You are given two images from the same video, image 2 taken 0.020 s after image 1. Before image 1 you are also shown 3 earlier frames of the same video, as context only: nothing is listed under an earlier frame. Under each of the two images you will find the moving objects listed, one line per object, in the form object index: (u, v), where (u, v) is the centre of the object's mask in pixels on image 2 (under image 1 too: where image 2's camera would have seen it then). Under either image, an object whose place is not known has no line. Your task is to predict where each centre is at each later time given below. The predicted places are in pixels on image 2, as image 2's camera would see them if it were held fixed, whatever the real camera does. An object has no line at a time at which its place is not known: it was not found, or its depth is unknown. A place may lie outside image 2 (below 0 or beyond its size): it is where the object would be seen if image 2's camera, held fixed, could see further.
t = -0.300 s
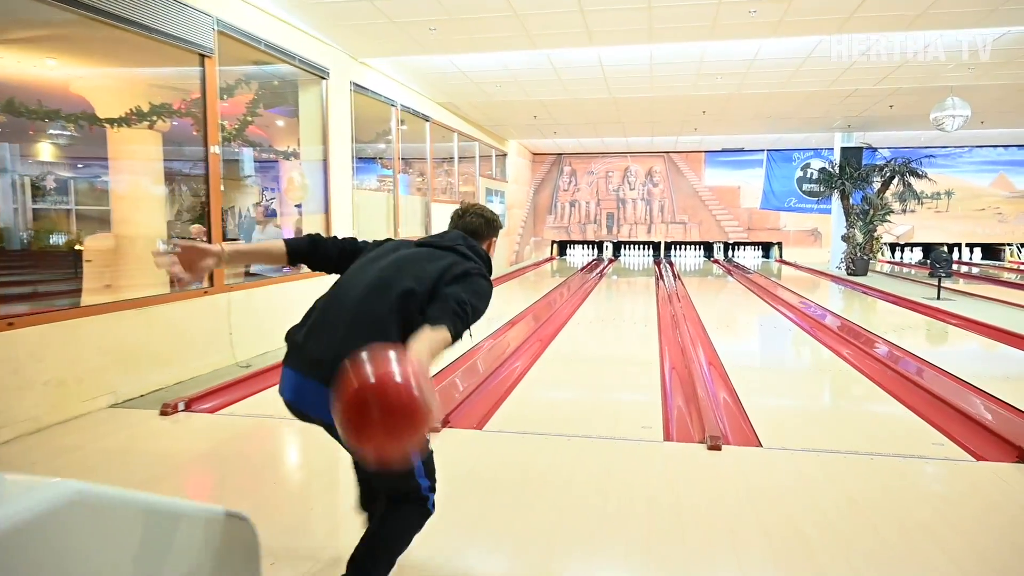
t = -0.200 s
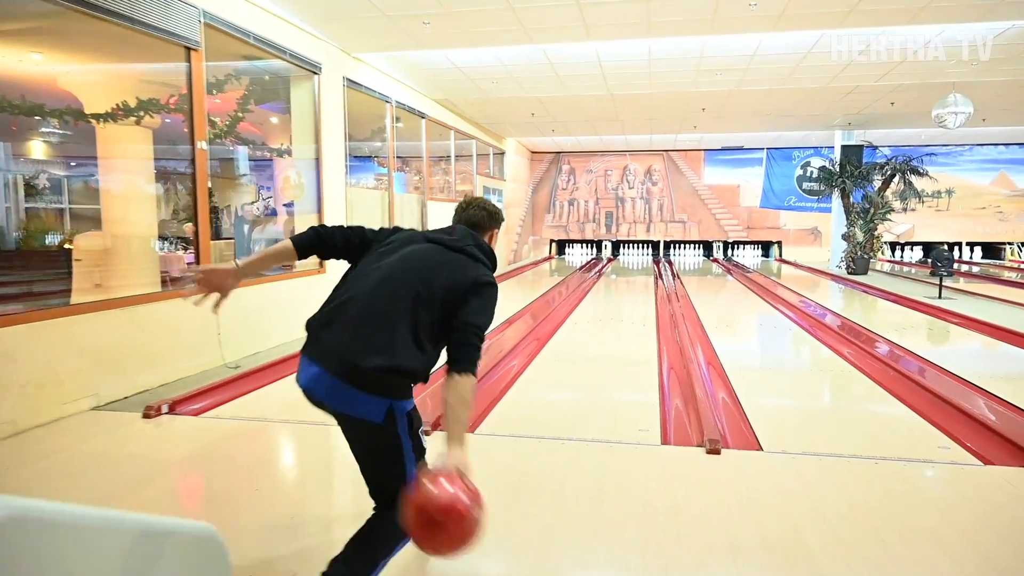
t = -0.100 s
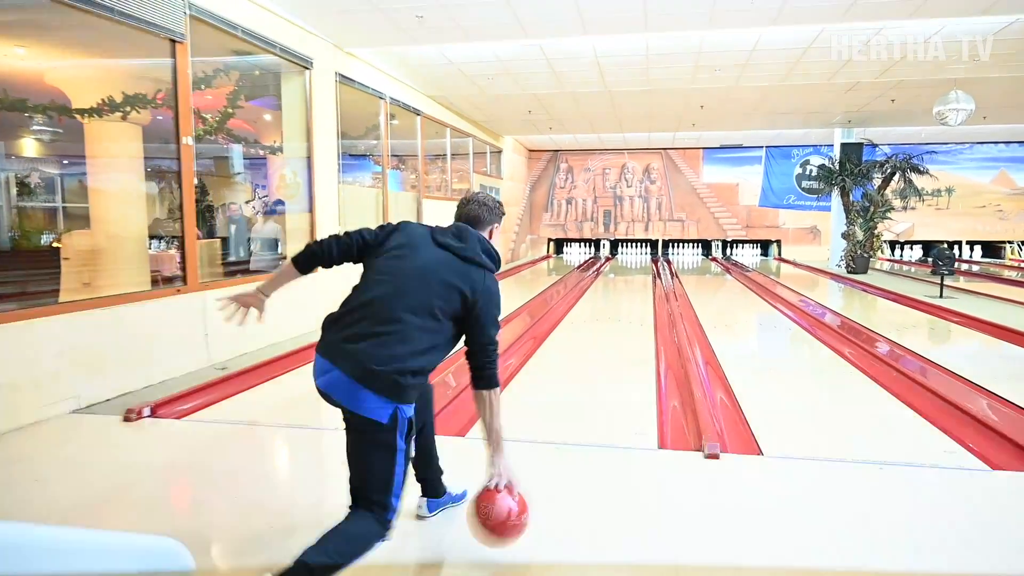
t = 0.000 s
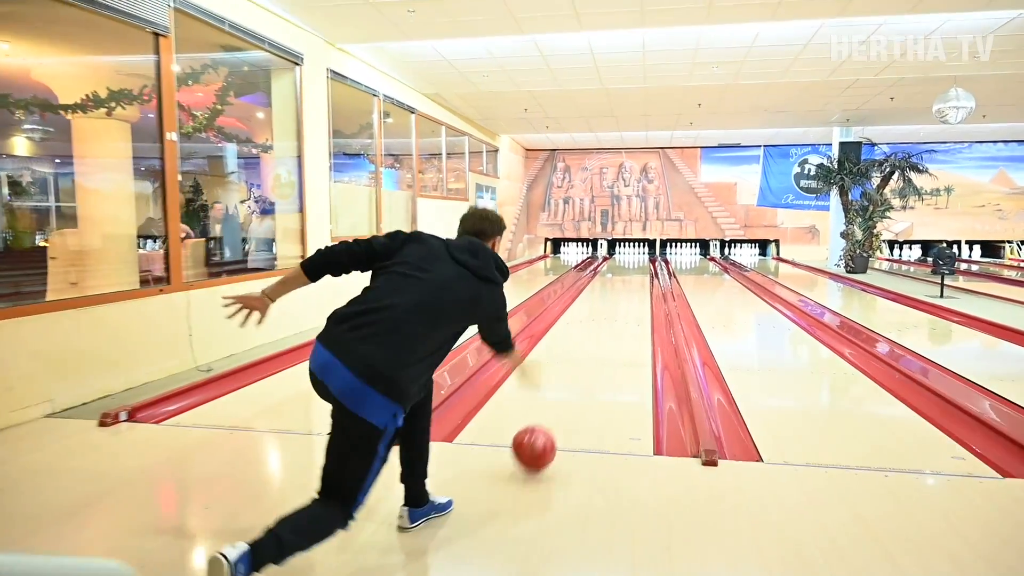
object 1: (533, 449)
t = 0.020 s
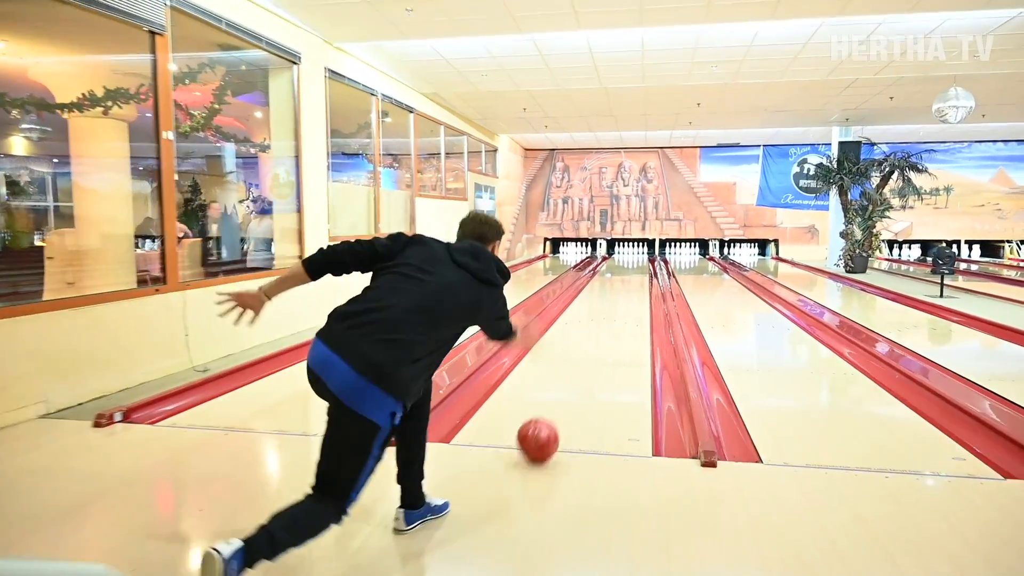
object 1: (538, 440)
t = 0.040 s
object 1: (543, 429)
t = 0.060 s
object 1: (548, 419)
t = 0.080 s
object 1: (552, 410)
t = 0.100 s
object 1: (557, 402)
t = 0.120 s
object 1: (560, 394)
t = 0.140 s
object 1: (564, 387)
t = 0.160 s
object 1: (567, 380)
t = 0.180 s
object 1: (570, 374)
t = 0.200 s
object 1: (572, 369)
